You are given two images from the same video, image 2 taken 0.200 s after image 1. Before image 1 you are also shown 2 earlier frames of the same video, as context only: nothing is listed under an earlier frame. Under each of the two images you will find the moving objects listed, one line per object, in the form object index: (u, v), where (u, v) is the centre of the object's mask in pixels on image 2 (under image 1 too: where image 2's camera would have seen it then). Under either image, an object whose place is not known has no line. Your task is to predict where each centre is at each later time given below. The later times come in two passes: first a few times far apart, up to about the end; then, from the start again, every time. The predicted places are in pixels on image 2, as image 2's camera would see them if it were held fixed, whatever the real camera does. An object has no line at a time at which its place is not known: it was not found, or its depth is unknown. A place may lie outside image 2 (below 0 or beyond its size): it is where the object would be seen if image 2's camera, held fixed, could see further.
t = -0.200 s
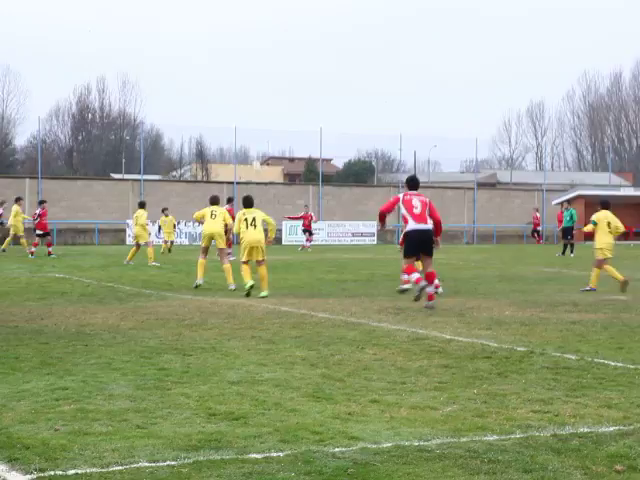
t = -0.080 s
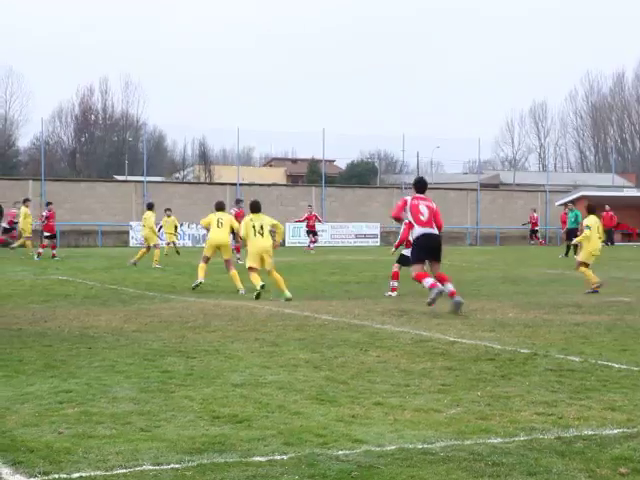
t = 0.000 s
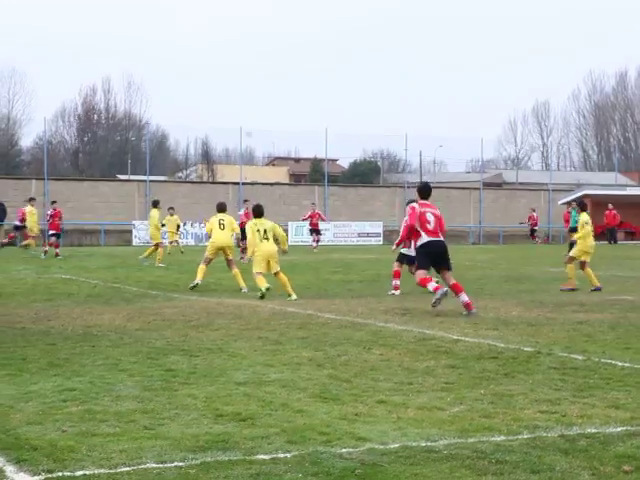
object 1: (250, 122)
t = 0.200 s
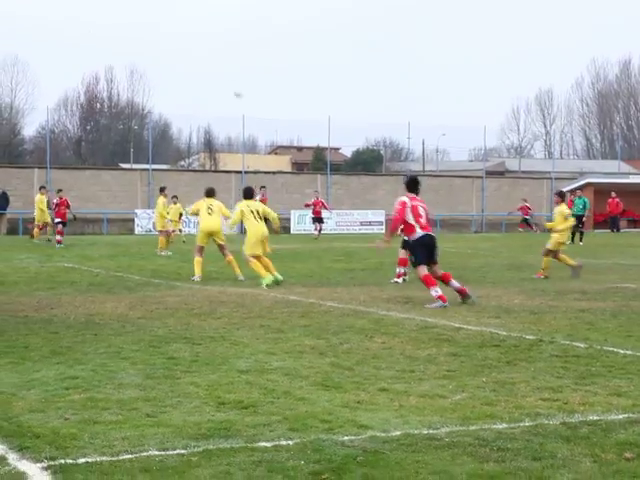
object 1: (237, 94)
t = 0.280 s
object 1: (233, 85)
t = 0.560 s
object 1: (217, 74)
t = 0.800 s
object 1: (206, 95)
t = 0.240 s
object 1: (235, 89)
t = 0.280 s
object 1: (233, 85)
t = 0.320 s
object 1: (230, 82)
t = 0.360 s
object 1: (227, 78)
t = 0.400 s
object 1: (225, 77)
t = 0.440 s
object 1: (223, 75)
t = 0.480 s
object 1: (221, 74)
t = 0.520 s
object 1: (219, 73)
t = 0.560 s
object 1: (217, 74)
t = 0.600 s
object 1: (215, 75)
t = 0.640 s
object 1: (214, 77)
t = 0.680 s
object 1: (211, 80)
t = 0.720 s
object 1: (209, 84)
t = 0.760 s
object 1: (207, 88)
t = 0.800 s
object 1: (206, 95)
